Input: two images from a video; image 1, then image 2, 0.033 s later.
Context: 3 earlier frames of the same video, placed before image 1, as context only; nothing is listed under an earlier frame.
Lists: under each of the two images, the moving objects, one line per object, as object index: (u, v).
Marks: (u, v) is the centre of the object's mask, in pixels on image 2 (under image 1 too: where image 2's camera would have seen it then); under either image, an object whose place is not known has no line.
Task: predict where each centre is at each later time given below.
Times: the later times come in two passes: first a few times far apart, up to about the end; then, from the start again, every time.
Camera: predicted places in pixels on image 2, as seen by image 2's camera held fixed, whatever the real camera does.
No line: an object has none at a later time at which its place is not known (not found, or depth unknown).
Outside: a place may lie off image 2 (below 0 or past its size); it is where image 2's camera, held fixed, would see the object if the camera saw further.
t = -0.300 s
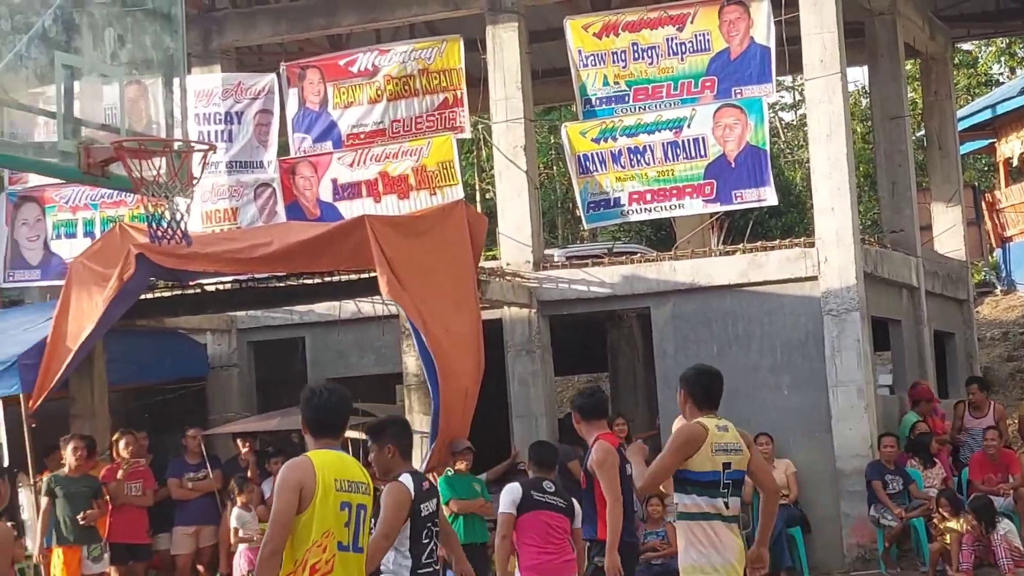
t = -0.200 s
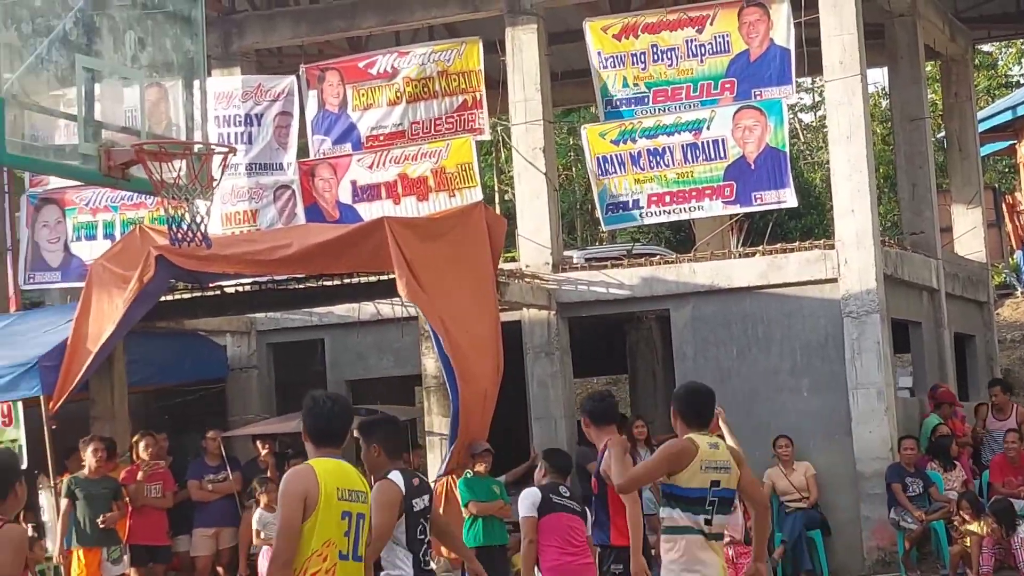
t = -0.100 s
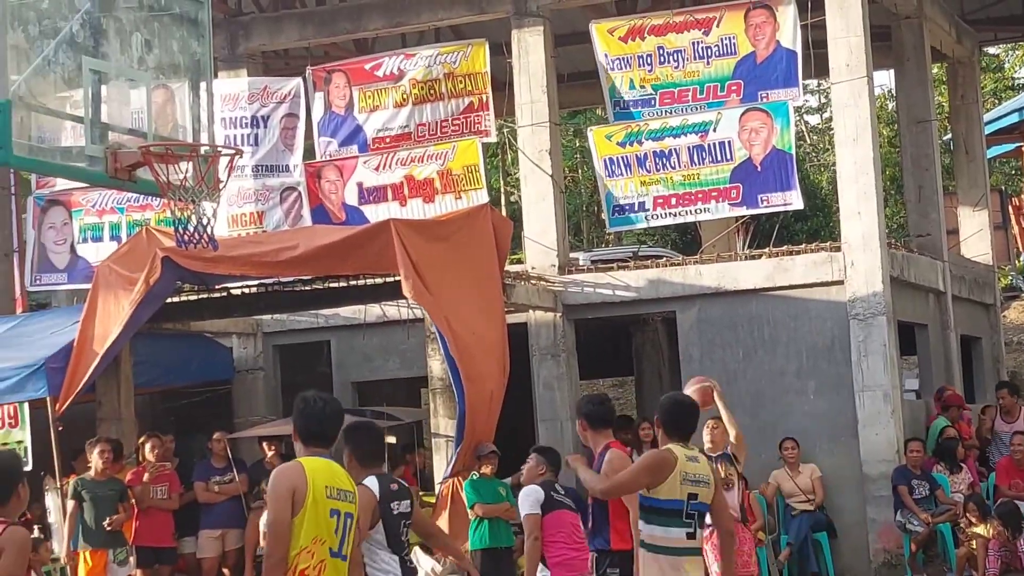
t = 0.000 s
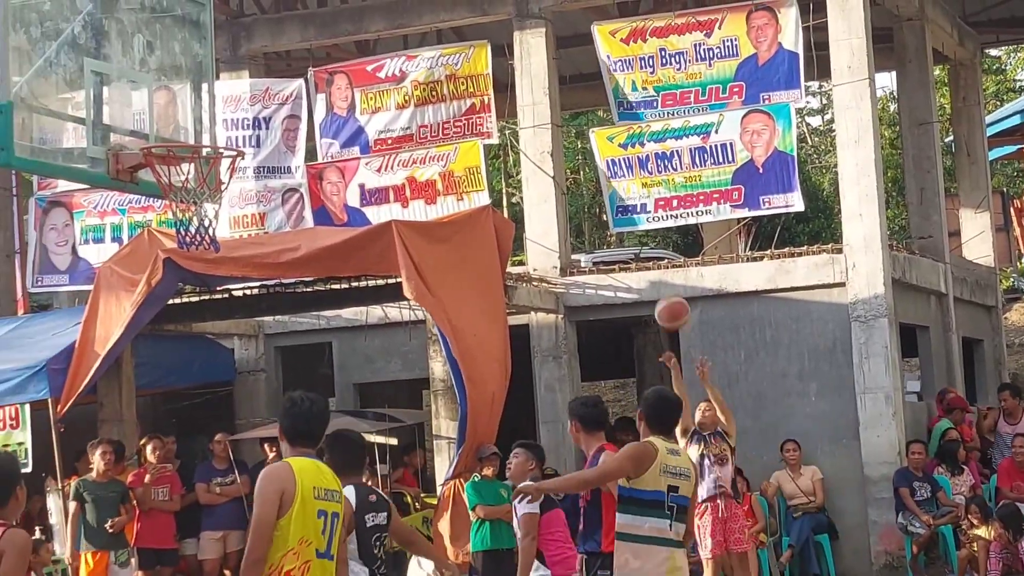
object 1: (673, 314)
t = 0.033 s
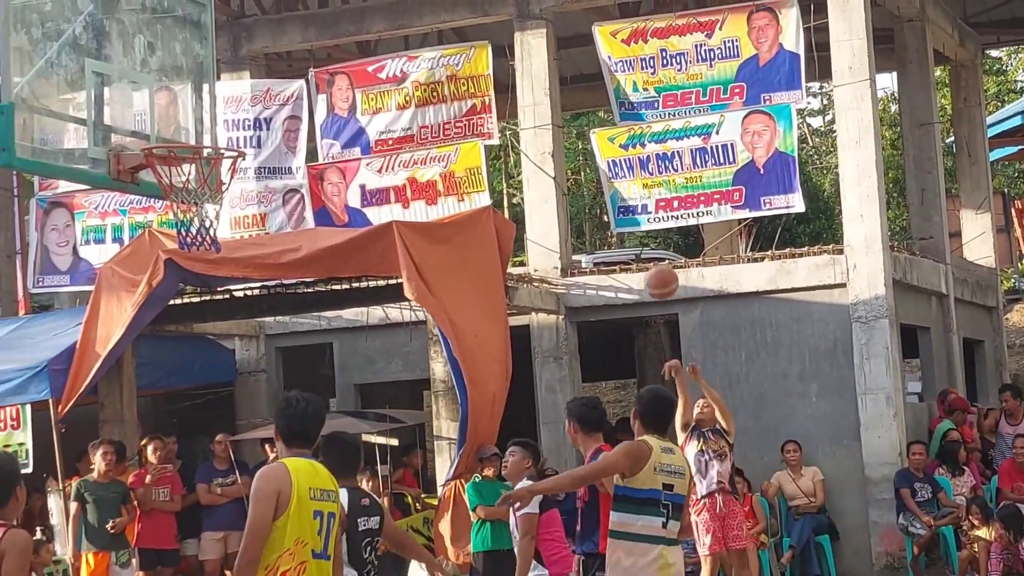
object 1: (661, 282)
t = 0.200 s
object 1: (599, 143)
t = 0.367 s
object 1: (535, 35)
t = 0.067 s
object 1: (649, 252)
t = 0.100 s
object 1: (637, 223)
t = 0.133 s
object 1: (625, 195)
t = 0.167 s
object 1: (611, 169)
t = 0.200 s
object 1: (599, 143)
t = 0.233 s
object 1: (585, 119)
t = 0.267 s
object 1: (574, 96)
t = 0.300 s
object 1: (561, 75)
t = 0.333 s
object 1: (550, 55)
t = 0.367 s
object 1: (535, 35)
